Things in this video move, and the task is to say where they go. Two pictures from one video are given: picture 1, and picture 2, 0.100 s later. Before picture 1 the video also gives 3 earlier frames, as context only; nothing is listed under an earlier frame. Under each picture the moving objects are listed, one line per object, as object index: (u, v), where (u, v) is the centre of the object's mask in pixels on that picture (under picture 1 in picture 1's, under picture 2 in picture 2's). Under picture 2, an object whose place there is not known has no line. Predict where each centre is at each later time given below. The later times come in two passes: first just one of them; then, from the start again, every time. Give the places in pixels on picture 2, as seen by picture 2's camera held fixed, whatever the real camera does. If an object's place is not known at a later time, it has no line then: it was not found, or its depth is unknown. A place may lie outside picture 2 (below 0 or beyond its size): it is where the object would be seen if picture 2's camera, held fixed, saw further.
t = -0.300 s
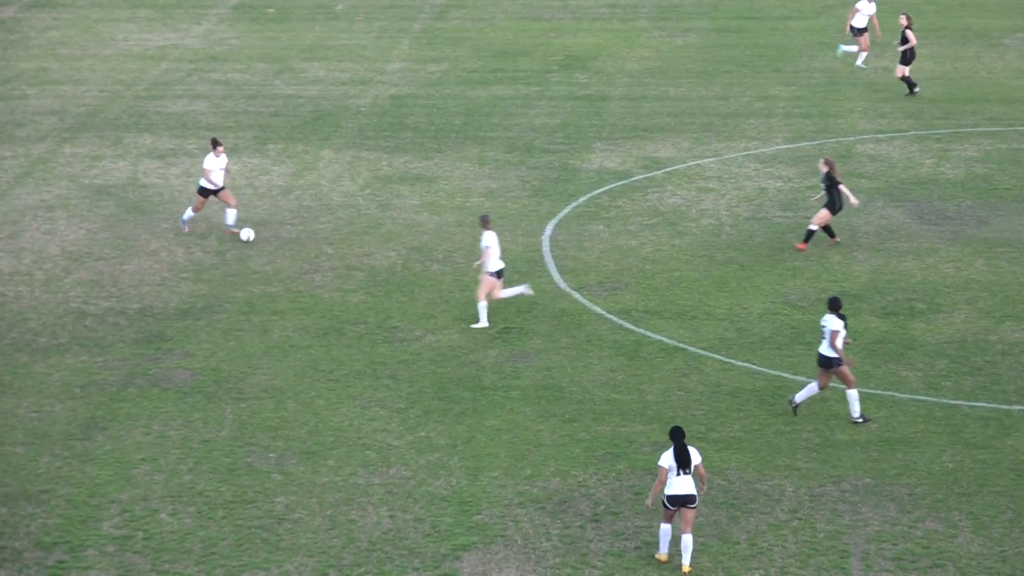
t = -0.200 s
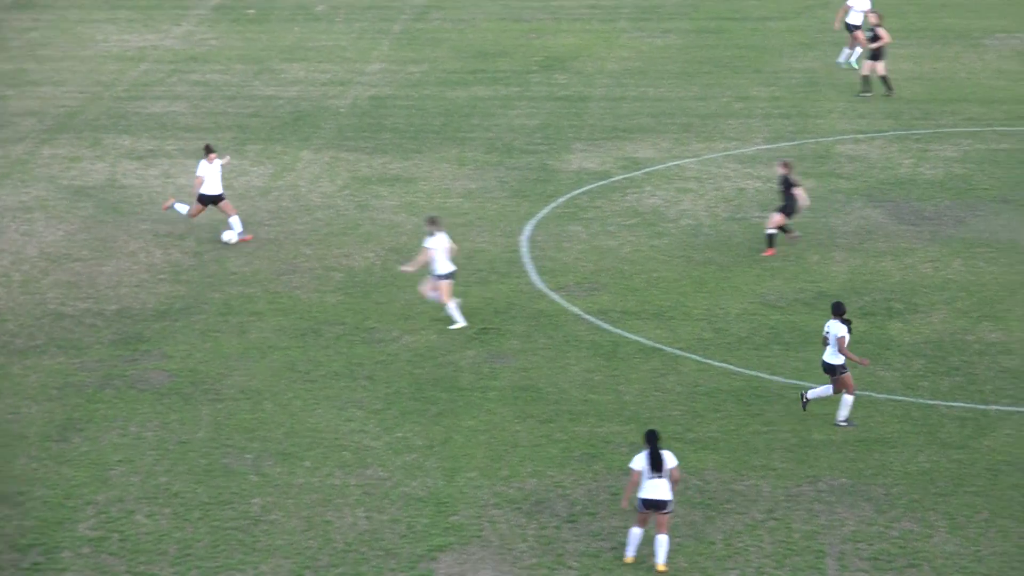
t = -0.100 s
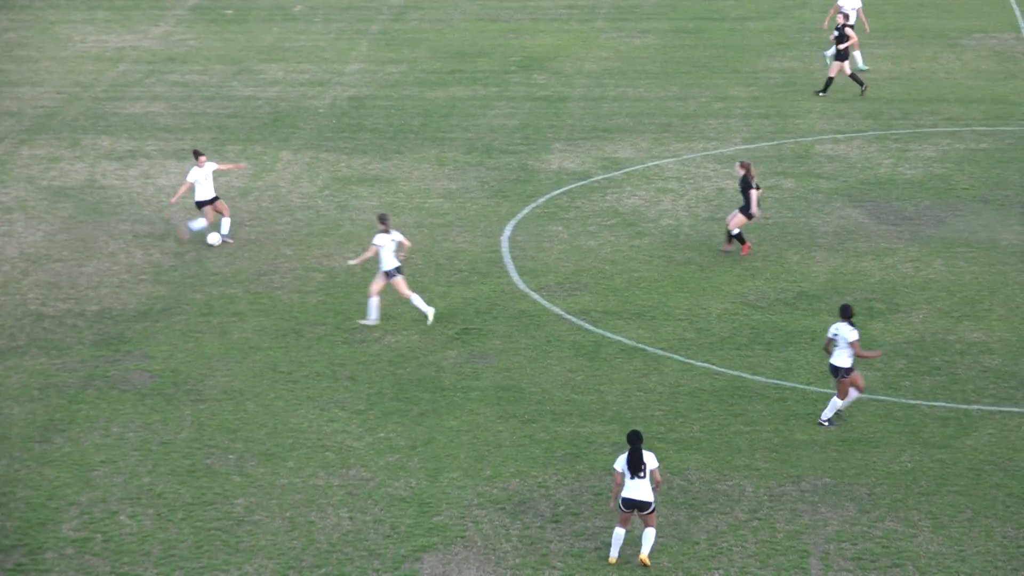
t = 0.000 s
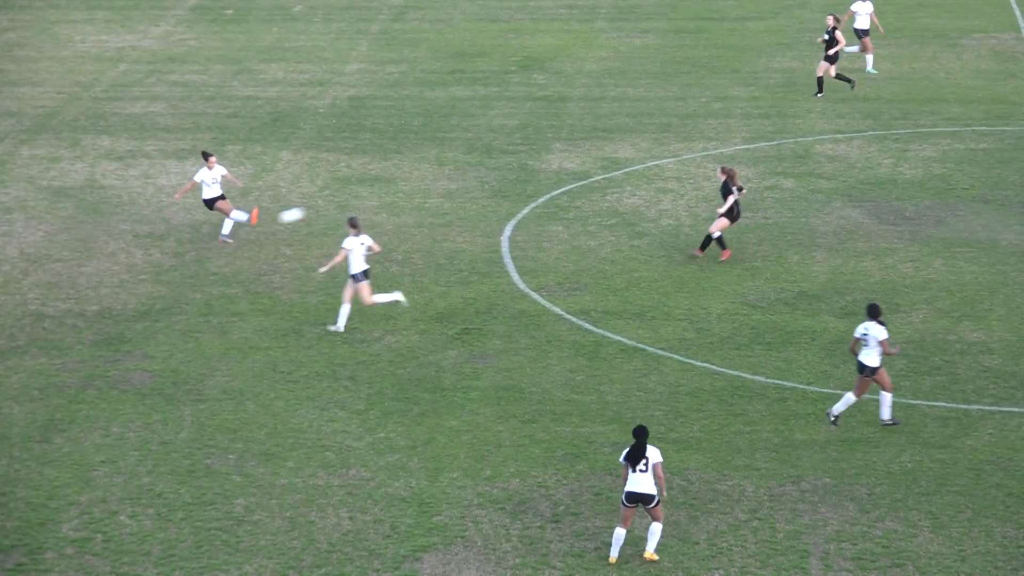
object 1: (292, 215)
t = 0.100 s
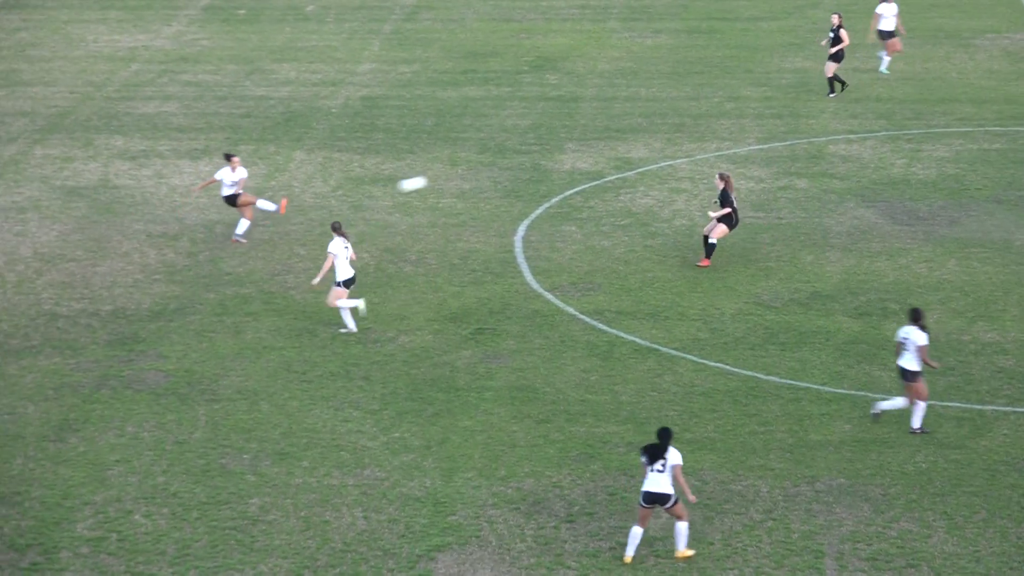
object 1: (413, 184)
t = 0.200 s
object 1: (519, 158)
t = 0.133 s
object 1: (448, 175)
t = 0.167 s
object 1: (483, 167)
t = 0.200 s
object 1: (519, 158)
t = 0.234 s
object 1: (556, 150)
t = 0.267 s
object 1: (591, 142)
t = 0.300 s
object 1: (627, 134)
